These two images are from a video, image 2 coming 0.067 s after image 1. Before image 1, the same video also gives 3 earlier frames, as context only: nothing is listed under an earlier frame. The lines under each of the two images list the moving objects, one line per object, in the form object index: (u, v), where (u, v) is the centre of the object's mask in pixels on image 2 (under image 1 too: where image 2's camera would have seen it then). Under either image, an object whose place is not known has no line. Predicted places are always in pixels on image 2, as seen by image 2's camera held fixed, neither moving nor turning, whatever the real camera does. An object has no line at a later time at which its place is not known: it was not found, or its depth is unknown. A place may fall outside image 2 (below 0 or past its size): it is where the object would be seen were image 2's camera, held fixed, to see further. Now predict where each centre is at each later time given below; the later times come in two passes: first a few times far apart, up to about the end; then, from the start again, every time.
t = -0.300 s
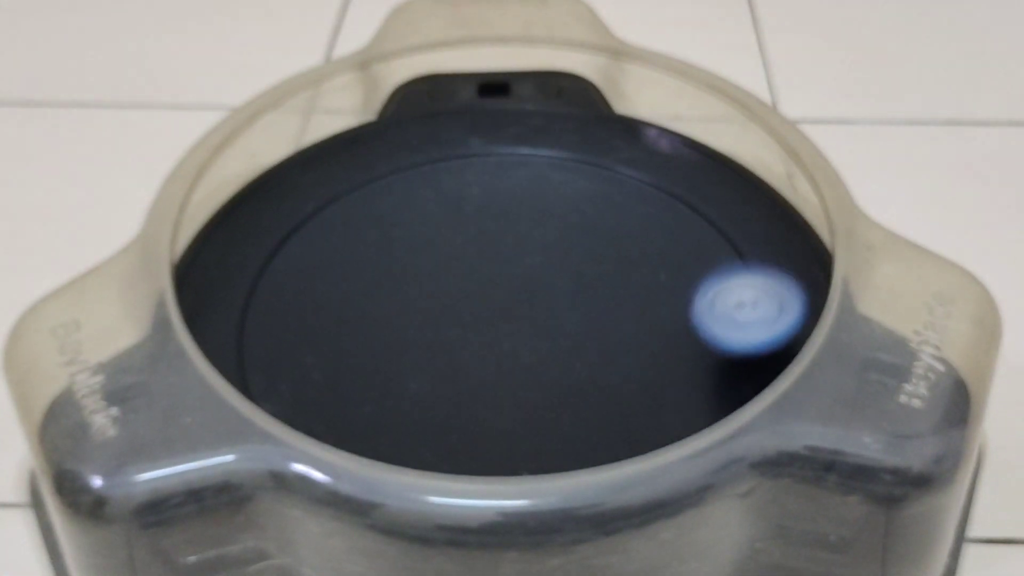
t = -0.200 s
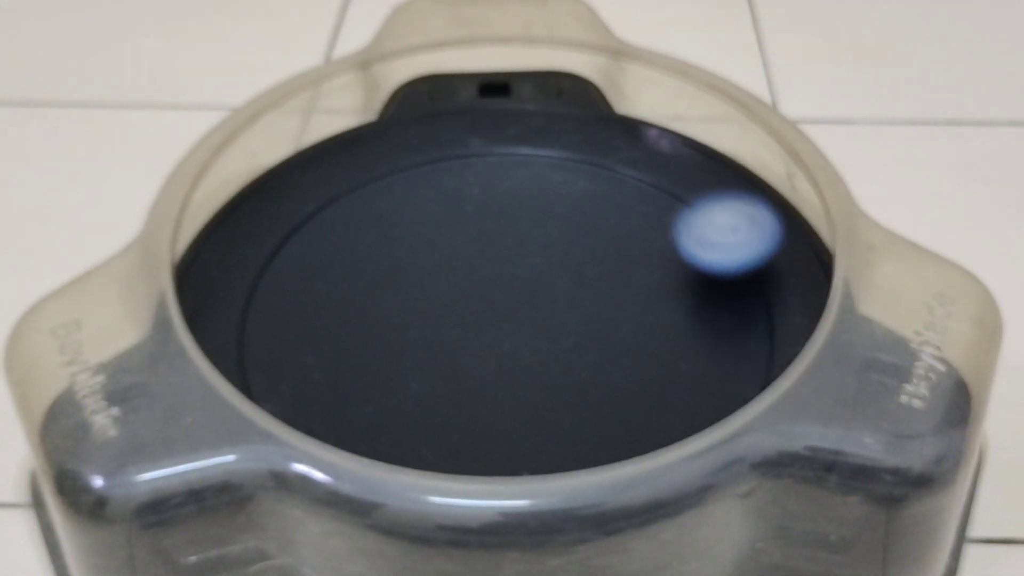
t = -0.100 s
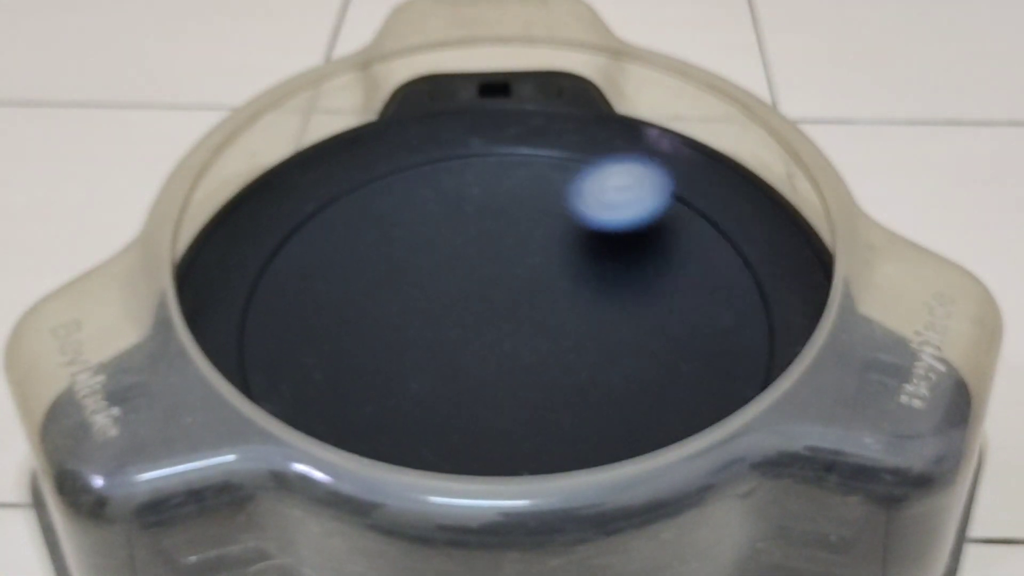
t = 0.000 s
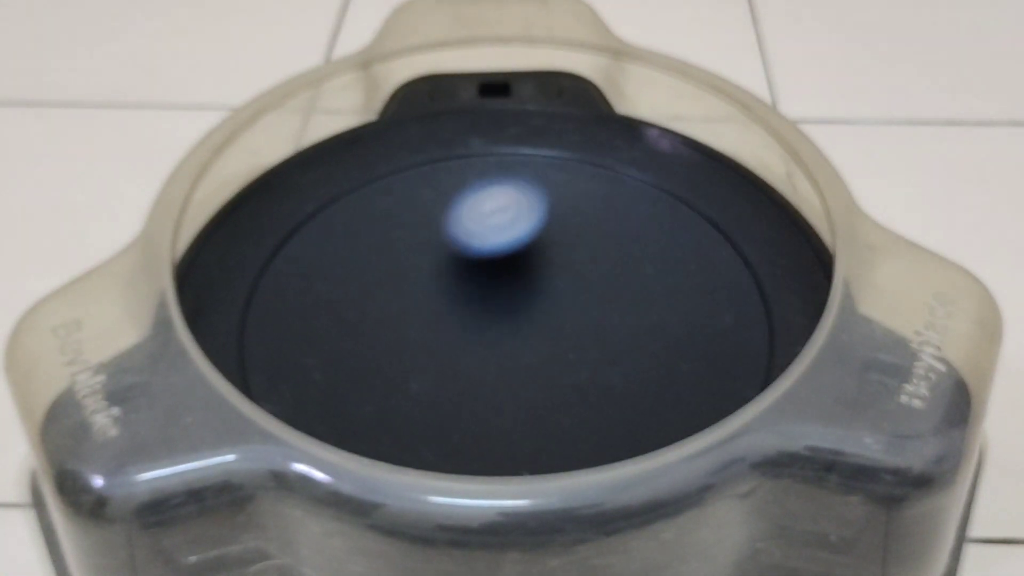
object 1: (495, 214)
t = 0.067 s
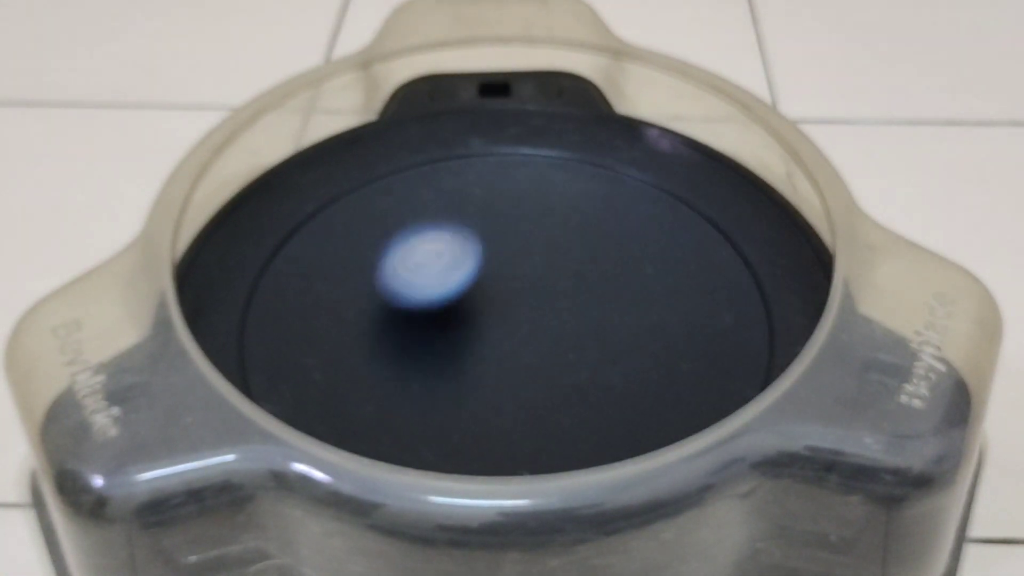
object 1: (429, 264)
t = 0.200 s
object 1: (408, 398)
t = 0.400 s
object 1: (651, 421)
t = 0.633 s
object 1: (617, 253)
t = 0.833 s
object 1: (389, 267)
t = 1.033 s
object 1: (377, 411)
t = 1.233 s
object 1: (571, 364)
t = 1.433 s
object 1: (508, 237)
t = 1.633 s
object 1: (350, 256)
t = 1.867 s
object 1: (467, 350)
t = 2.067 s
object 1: (555, 256)
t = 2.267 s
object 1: (464, 218)
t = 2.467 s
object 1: (465, 289)
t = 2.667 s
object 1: (567, 281)
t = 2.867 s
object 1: (559, 244)
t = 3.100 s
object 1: (519, 278)
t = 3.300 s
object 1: (556, 316)
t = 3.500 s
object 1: (577, 308)
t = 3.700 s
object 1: (545, 302)
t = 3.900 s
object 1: (504, 318)
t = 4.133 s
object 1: (494, 334)
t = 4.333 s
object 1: (496, 320)
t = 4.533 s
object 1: (483, 301)
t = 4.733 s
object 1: (462, 292)
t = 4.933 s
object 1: (468, 298)
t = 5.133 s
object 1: (501, 288)
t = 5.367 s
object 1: (518, 262)
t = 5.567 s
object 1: (508, 264)
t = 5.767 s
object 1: (520, 289)
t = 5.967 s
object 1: (557, 300)
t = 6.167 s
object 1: (566, 290)
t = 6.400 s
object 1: (523, 298)
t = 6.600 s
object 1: (504, 325)
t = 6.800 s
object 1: (518, 332)
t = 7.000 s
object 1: (510, 308)
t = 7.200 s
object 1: (475, 294)
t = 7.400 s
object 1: (459, 301)
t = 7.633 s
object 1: (496, 298)
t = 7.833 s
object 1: (523, 274)
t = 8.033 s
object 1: (517, 259)
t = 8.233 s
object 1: (511, 280)
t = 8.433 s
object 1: (536, 306)
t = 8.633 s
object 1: (561, 309)
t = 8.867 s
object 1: (545, 299)
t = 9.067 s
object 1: (508, 303)
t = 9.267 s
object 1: (481, 317)
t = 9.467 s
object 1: (486, 320)
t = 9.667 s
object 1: (500, 305)
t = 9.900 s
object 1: (499, 281)
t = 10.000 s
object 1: (498, 275)
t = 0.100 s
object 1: (406, 296)
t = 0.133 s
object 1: (394, 329)
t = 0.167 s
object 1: (394, 363)
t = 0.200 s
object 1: (408, 398)
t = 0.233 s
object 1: (434, 424)
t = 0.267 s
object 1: (473, 440)
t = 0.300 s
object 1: (519, 447)
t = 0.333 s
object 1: (564, 446)
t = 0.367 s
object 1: (610, 438)
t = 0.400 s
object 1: (651, 421)
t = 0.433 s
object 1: (683, 401)
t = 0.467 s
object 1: (704, 376)
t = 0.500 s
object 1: (708, 346)
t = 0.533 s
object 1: (697, 314)
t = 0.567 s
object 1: (678, 290)
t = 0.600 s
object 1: (651, 269)
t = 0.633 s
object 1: (617, 253)
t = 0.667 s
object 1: (578, 243)
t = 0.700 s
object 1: (538, 237)
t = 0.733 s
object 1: (497, 236)
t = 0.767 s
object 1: (456, 242)
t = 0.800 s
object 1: (421, 252)
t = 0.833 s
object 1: (389, 267)
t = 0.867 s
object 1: (363, 288)
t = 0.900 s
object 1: (345, 310)
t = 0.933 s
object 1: (334, 340)
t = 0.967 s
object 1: (335, 366)
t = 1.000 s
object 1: (350, 392)
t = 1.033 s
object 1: (377, 411)
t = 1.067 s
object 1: (413, 423)
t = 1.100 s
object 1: (455, 428)
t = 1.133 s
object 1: (496, 422)
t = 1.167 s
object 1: (529, 409)
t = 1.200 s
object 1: (555, 387)
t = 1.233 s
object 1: (571, 364)
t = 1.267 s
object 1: (578, 340)
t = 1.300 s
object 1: (576, 316)
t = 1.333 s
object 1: (567, 290)
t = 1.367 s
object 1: (552, 267)
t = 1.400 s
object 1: (533, 251)
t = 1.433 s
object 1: (508, 237)
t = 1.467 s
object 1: (479, 227)
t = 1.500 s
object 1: (450, 222)
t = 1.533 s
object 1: (421, 221)
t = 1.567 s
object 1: (392, 228)
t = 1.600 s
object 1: (368, 240)
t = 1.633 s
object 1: (350, 256)
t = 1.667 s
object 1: (342, 276)
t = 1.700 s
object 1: (344, 297)
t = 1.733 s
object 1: (357, 317)
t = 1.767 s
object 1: (379, 333)
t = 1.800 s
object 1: (406, 346)
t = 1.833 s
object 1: (437, 352)
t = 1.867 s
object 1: (467, 350)
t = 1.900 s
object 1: (496, 341)
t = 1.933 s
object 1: (521, 328)
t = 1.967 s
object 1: (539, 313)
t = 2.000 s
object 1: (552, 294)
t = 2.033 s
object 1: (557, 275)
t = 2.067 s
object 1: (555, 256)
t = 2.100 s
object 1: (547, 238)
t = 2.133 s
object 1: (534, 225)
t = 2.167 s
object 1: (518, 218)
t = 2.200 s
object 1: (499, 212)
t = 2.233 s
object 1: (481, 213)
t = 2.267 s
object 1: (464, 218)
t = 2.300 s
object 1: (451, 228)
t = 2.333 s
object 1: (443, 240)
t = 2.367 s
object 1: (441, 253)
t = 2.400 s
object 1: (443, 266)
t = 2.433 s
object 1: (452, 279)
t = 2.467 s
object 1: (465, 289)
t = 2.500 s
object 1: (482, 297)
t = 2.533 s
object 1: (501, 303)
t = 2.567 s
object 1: (521, 302)
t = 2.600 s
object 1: (540, 296)
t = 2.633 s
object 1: (555, 290)
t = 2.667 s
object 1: (567, 281)
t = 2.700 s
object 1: (574, 272)
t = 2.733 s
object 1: (578, 264)
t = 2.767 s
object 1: (577, 256)
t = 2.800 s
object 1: (573, 251)
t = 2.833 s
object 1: (567, 246)
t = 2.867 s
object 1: (559, 244)
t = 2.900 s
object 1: (551, 244)
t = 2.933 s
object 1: (544, 246)
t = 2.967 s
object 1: (535, 249)
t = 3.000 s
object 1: (528, 255)
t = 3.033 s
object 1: (522, 261)
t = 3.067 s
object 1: (519, 270)
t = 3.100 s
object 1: (519, 278)
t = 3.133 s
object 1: (521, 288)
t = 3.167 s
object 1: (525, 297)
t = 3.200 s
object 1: (532, 304)
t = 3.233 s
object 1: (539, 310)
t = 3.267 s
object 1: (548, 314)
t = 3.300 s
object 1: (556, 316)
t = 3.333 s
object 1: (563, 317)
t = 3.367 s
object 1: (569, 317)
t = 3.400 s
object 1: (574, 315)
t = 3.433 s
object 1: (577, 316)
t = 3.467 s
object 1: (578, 311)
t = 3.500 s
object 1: (577, 308)
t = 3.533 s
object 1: (574, 307)
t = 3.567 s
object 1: (570, 305)
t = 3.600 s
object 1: (565, 304)
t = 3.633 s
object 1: (559, 302)
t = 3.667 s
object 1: (552, 302)
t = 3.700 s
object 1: (545, 302)
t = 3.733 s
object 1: (538, 303)
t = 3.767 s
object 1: (531, 306)
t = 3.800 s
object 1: (523, 308)
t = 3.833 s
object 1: (516, 311)
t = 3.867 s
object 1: (510, 315)
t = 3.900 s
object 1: (504, 318)
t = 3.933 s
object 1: (501, 321)
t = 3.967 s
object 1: (498, 325)
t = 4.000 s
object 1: (495, 328)
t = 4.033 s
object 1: (494, 331)
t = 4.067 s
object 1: (494, 333)
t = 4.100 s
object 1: (494, 333)
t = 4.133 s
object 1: (494, 334)
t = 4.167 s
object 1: (494, 333)
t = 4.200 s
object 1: (494, 332)
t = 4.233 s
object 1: (495, 329)
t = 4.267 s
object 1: (496, 327)
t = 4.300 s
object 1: (497, 324)
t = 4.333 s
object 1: (496, 320)
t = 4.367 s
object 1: (496, 316)
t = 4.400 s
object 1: (495, 313)
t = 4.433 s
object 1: (492, 310)
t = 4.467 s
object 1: (489, 307)
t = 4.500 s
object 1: (486, 304)
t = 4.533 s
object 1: (483, 301)
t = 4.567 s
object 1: (478, 299)
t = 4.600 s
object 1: (475, 297)
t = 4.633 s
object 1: (471, 295)
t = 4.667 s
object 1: (468, 294)
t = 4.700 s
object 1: (465, 293)
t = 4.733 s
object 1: (462, 292)
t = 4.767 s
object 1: (460, 292)
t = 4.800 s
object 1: (460, 293)
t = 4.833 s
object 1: (460, 295)
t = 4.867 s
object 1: (461, 296)
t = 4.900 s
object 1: (463, 297)
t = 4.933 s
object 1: (468, 298)
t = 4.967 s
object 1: (472, 298)
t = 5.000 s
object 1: (478, 298)
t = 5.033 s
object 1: (483, 296)
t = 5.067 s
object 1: (489, 294)
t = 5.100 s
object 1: (495, 292)
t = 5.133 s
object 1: (501, 288)
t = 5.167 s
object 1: (507, 284)
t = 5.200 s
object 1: (511, 280)
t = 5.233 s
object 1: (515, 276)
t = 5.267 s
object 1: (517, 272)
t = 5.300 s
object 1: (518, 268)
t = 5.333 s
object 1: (518, 264)
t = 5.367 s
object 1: (518, 262)
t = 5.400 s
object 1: (517, 259)
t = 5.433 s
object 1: (515, 258)
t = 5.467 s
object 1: (514, 258)
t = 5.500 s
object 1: (512, 260)
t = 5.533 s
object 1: (510, 262)
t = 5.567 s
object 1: (508, 264)
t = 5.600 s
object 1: (508, 267)
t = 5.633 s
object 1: (507, 271)
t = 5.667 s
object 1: (508, 274)
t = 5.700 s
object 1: (511, 280)
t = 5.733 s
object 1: (515, 284)
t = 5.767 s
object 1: (520, 289)
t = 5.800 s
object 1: (526, 293)
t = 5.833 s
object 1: (532, 296)
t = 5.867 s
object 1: (539, 298)
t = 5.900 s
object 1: (546, 300)
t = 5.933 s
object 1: (551, 300)
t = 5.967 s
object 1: (557, 300)
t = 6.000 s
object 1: (562, 300)
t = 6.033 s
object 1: (567, 299)
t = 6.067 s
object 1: (569, 297)
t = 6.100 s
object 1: (569, 294)
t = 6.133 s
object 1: (568, 292)
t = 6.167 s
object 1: (566, 290)
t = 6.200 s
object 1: (562, 288)
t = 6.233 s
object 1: (556, 288)
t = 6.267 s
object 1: (550, 288)
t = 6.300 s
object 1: (544, 289)
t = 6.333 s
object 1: (536, 291)
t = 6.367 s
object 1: (529, 294)
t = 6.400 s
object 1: (523, 298)
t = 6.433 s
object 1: (517, 303)
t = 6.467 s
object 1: (512, 308)
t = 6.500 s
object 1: (509, 313)
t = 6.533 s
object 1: (506, 317)
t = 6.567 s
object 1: (505, 321)
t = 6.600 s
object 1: (504, 325)
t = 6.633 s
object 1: (505, 329)
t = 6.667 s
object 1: (506, 332)
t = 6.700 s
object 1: (509, 334)
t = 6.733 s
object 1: (512, 334)
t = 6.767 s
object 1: (516, 335)
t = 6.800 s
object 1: (518, 332)
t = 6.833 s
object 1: (520, 329)
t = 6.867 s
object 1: (521, 326)
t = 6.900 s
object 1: (519, 321)
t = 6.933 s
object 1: (517, 316)
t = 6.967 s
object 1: (514, 312)
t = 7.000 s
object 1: (510, 308)
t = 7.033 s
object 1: (504, 304)
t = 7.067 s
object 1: (498, 301)
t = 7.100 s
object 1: (493, 298)
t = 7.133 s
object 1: (486, 297)
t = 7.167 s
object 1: (480, 295)
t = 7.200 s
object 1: (475, 294)
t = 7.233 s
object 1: (470, 293)
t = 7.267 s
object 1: (465, 293)
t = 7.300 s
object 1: (462, 295)
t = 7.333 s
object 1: (459, 298)
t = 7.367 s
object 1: (457, 298)
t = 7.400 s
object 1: (459, 301)
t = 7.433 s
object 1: (461, 304)
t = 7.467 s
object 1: (466, 303)
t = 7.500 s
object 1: (471, 304)
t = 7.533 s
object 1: (476, 303)
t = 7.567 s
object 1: (483, 303)
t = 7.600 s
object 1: (488, 300)
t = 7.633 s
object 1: (496, 298)
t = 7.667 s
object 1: (503, 295)
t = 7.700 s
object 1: (510, 292)
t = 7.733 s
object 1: (515, 287)
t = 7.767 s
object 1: (519, 282)
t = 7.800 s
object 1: (521, 277)
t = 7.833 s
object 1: (523, 274)
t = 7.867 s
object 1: (525, 270)
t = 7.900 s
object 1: (526, 266)
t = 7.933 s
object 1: (525, 263)
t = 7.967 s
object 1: (523, 261)
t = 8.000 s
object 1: (519, 259)
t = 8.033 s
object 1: (517, 259)
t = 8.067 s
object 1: (515, 260)
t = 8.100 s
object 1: (513, 263)
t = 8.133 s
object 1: (511, 265)
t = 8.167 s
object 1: (508, 269)
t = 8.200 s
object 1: (509, 275)
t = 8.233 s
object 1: (511, 280)
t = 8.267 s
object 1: (513, 285)
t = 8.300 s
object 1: (516, 291)
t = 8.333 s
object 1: (518, 295)
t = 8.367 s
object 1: (524, 299)
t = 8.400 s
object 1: (530, 303)
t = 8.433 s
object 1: (536, 306)
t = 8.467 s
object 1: (540, 306)
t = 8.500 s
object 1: (546, 311)
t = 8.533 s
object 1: (552, 310)
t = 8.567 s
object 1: (556, 310)
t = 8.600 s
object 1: (558, 310)
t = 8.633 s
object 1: (561, 309)
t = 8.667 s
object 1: (564, 308)
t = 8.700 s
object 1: (564, 306)
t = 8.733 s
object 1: (562, 304)
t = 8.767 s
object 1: (560, 303)
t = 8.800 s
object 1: (558, 301)
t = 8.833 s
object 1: (553, 299)
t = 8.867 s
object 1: (545, 299)
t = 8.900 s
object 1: (541, 299)
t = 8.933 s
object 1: (536, 299)
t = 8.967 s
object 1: (528, 299)
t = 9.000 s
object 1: (521, 301)
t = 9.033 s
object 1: (516, 302)
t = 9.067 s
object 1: (508, 303)
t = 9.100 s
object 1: (500, 306)
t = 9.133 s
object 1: (496, 308)
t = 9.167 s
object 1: (491, 310)
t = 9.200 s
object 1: (486, 313)
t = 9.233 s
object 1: (482, 315)
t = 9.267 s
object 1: (481, 317)
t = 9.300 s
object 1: (479, 318)
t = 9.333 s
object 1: (478, 321)
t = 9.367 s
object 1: (480, 321)
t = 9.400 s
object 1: (481, 321)
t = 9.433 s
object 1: (482, 321)
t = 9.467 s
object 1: (486, 320)
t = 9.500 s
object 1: (488, 318)
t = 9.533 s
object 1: (490, 317)
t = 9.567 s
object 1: (494, 313)
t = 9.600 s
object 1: (496, 310)
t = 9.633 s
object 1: (498, 308)
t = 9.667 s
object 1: (500, 305)
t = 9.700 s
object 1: (500, 300)
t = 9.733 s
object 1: (501, 297)
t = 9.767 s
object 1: (502, 292)
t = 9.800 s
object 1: (501, 288)
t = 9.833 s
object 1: (502, 287)
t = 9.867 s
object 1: (502, 283)
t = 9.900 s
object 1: (499, 281)
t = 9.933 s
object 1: (500, 278)
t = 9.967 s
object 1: (499, 275)
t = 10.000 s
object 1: (498, 275)
